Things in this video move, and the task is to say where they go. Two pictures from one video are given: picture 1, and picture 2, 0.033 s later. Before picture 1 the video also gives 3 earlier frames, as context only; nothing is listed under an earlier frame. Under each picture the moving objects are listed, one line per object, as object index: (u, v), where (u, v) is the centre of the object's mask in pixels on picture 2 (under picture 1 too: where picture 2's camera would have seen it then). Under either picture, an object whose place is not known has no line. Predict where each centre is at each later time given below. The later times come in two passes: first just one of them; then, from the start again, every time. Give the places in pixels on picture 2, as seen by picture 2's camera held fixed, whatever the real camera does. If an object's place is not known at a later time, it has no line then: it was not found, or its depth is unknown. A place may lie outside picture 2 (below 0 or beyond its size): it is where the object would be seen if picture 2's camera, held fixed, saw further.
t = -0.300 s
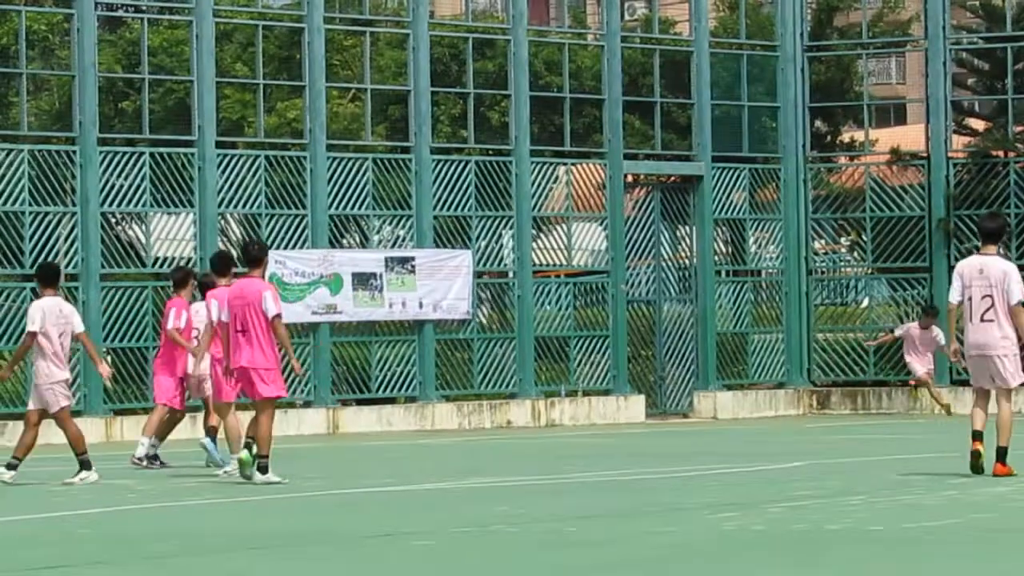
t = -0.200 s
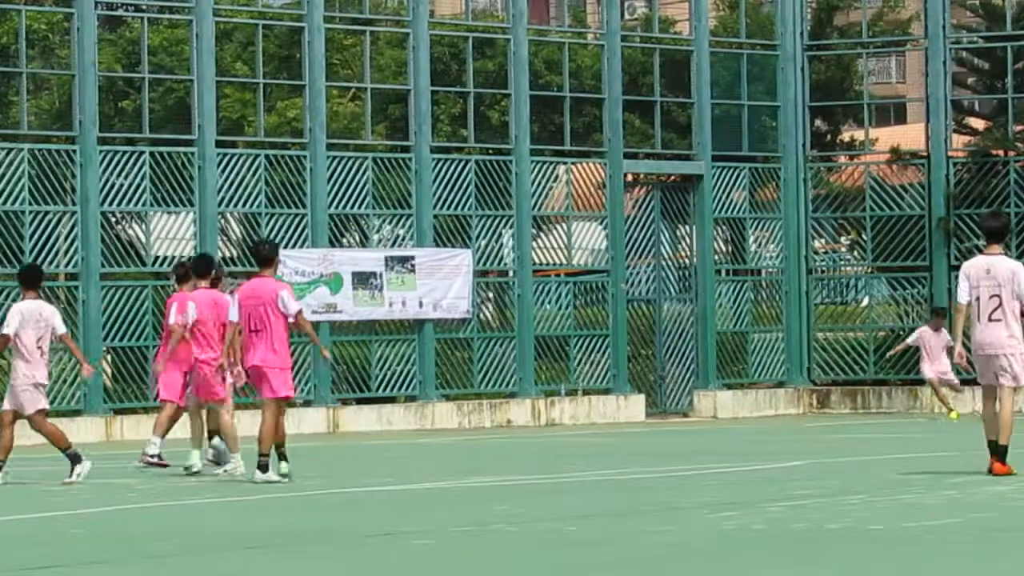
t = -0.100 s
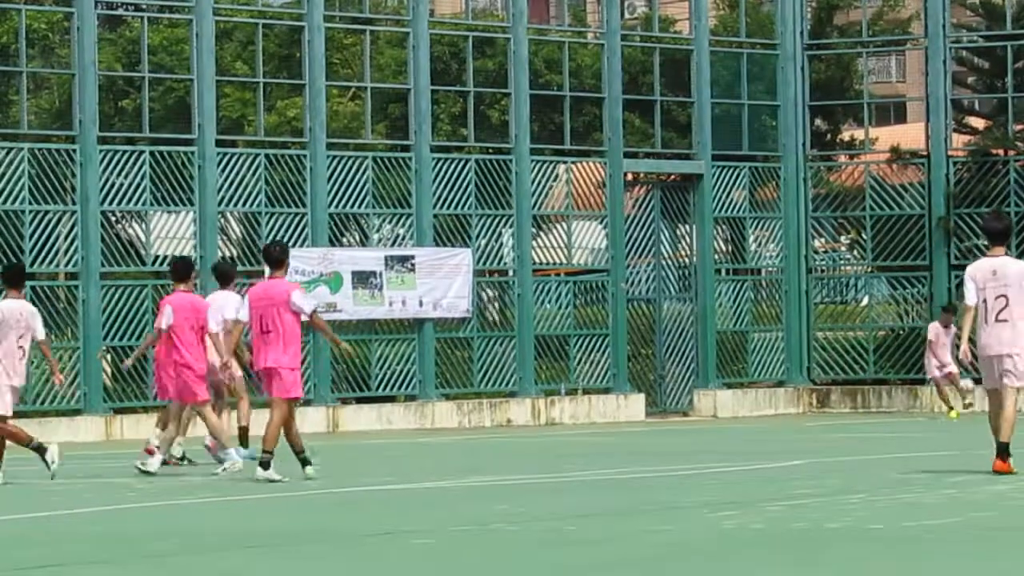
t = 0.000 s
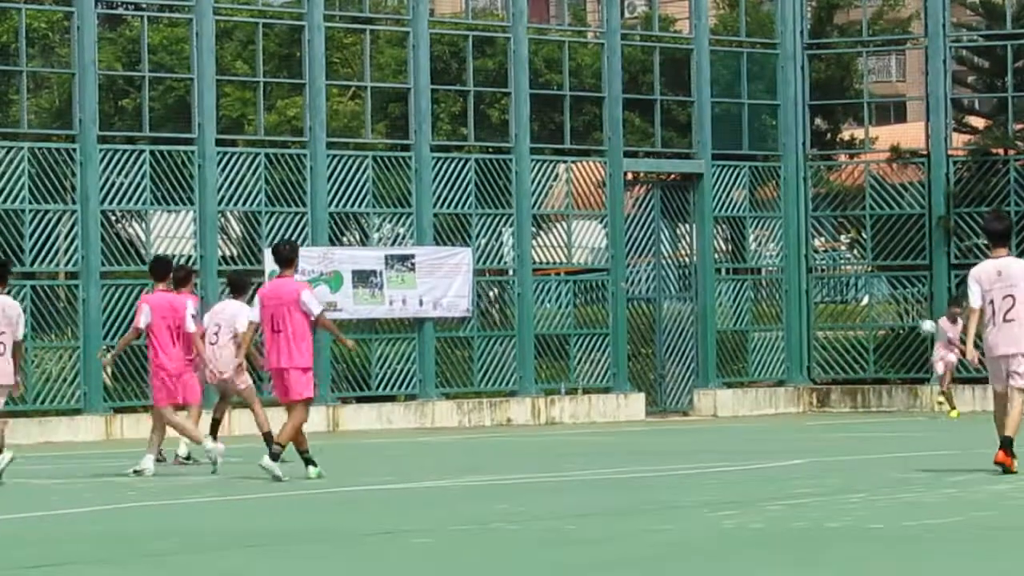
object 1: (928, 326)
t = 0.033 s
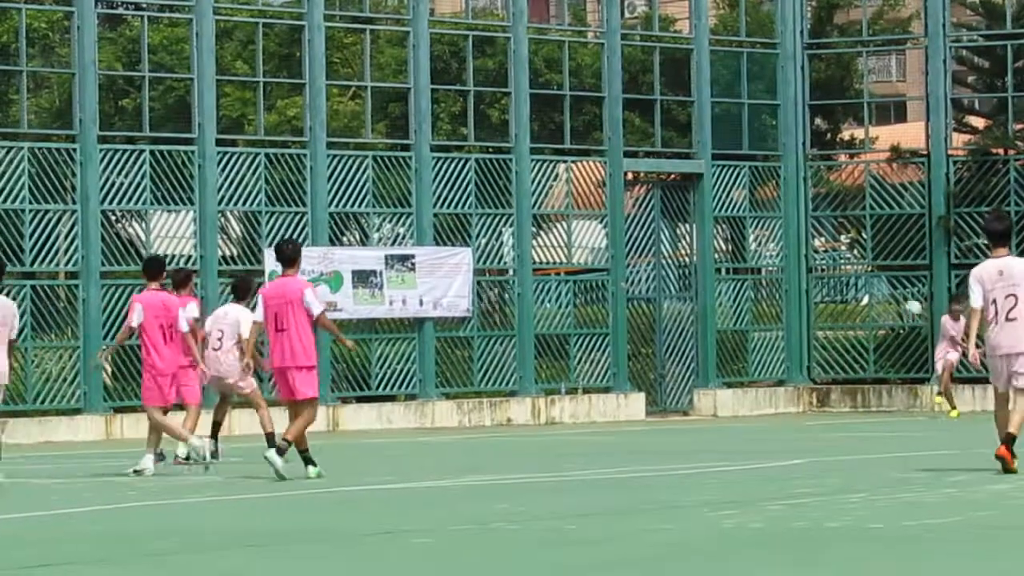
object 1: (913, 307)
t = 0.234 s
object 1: (812, 201)
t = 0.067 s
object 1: (899, 289)
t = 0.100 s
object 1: (883, 270)
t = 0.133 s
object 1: (865, 252)
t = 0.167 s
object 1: (849, 237)
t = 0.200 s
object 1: (831, 220)
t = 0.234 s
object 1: (812, 201)
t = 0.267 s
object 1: (794, 185)
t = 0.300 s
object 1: (774, 171)
